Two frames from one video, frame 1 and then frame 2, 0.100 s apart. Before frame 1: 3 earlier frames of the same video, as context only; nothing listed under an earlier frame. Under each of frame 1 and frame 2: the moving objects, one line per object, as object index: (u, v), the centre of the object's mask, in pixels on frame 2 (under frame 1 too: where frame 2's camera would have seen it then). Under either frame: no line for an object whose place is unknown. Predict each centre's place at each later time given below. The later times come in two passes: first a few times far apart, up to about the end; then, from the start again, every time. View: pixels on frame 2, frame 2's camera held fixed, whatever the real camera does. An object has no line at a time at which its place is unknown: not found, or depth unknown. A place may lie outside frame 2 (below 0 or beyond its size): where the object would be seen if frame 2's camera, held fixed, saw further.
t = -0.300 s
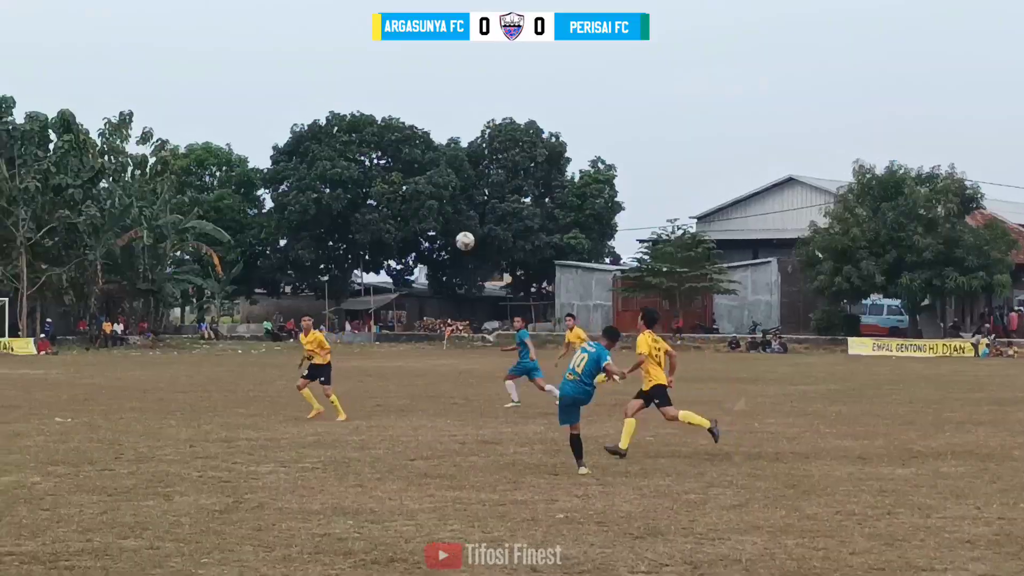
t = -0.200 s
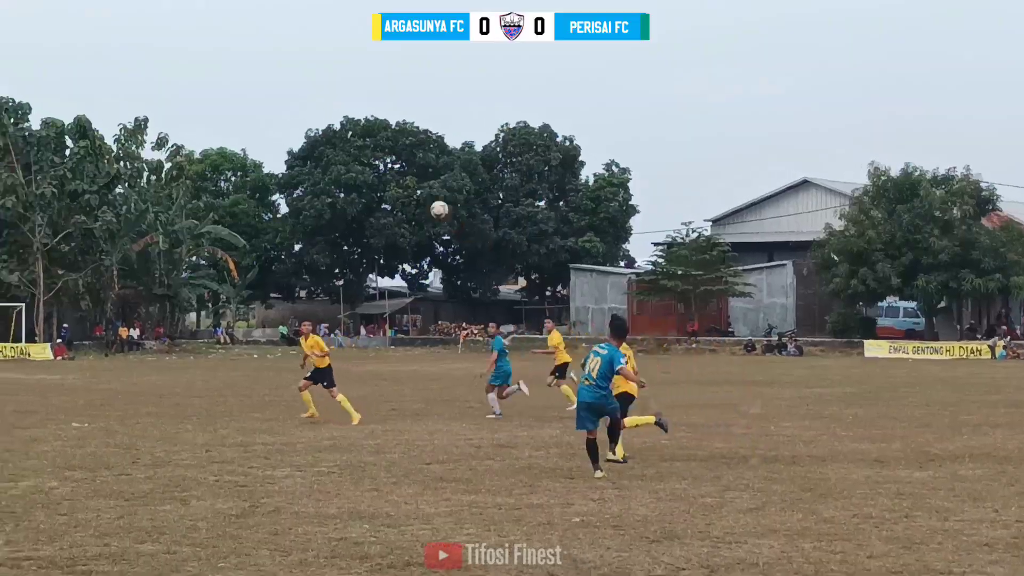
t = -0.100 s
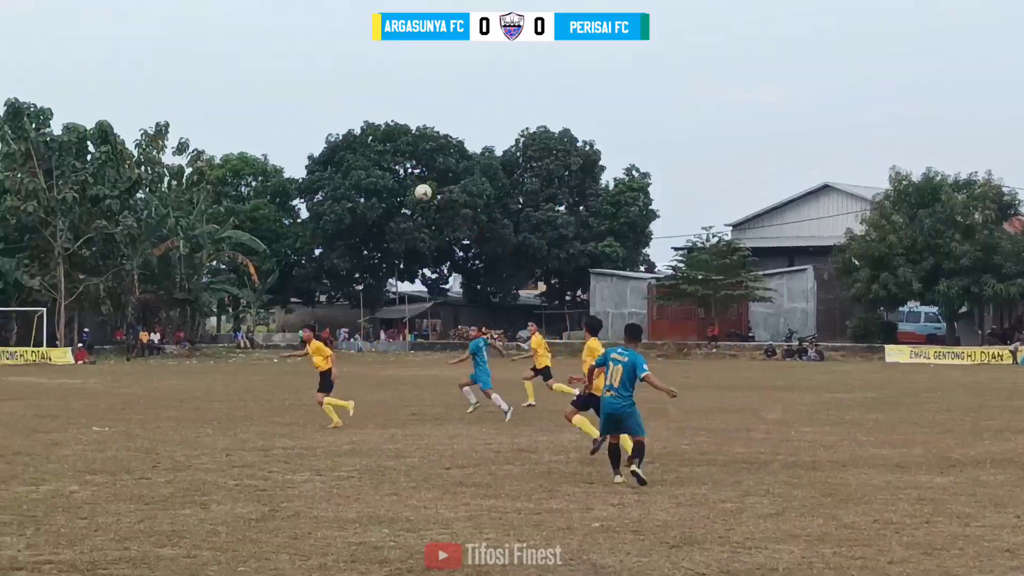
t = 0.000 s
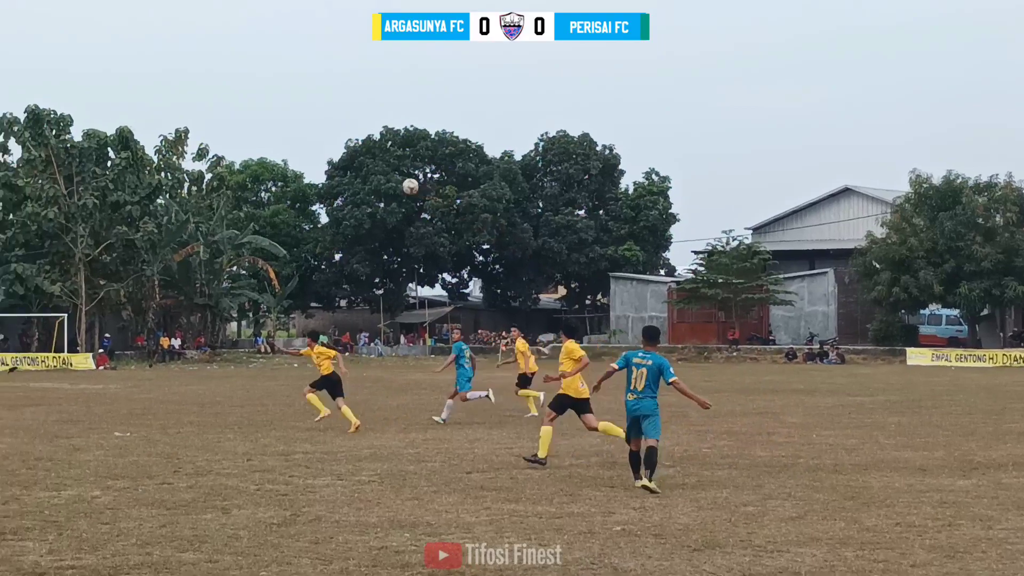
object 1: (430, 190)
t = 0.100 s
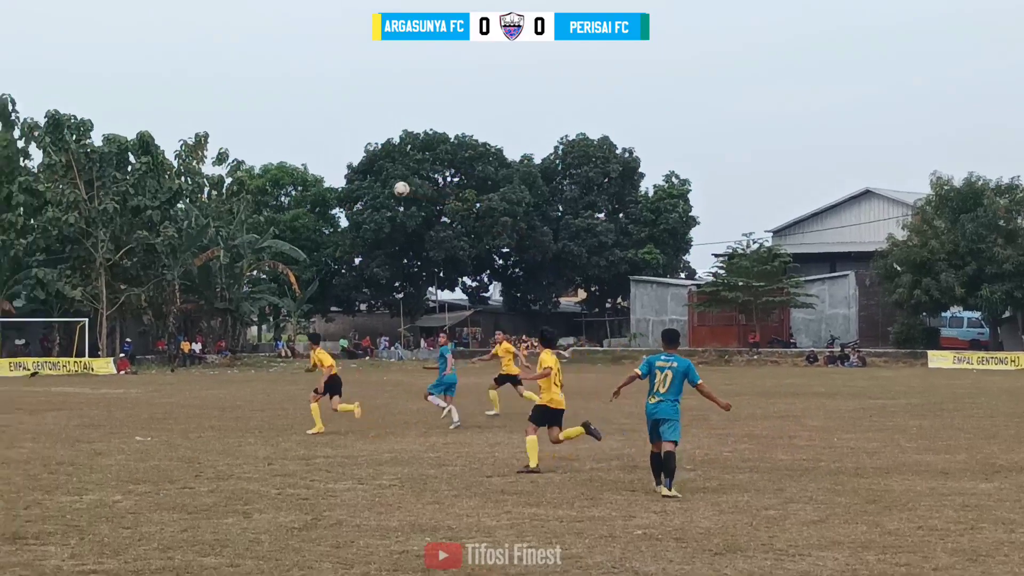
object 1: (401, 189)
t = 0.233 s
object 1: (368, 201)
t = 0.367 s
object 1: (340, 224)
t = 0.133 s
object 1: (393, 191)
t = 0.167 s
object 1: (384, 193)
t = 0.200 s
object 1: (376, 197)
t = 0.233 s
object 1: (368, 201)
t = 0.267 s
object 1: (360, 205)
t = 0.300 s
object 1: (353, 211)
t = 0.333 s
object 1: (344, 218)
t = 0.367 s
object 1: (340, 224)
